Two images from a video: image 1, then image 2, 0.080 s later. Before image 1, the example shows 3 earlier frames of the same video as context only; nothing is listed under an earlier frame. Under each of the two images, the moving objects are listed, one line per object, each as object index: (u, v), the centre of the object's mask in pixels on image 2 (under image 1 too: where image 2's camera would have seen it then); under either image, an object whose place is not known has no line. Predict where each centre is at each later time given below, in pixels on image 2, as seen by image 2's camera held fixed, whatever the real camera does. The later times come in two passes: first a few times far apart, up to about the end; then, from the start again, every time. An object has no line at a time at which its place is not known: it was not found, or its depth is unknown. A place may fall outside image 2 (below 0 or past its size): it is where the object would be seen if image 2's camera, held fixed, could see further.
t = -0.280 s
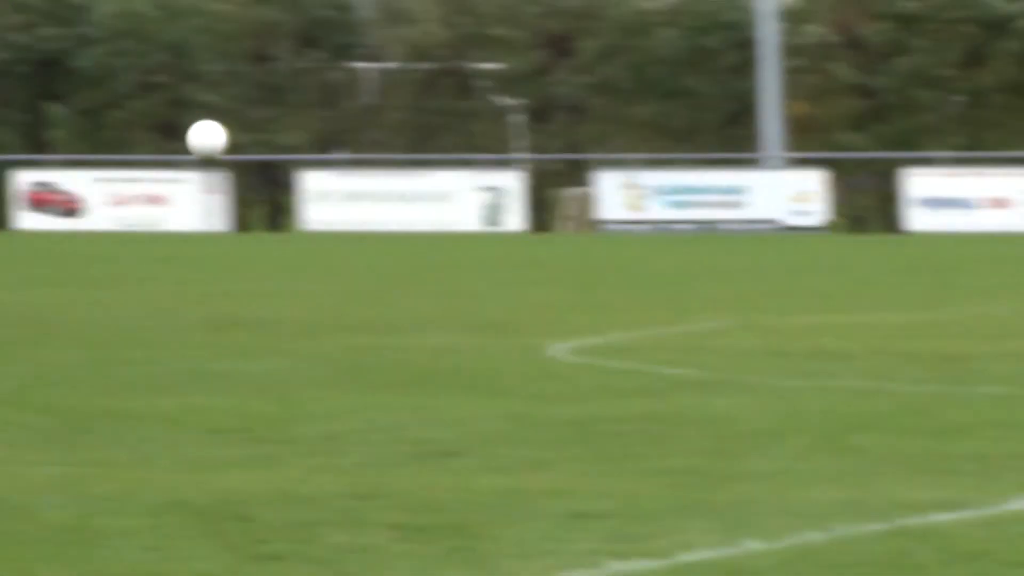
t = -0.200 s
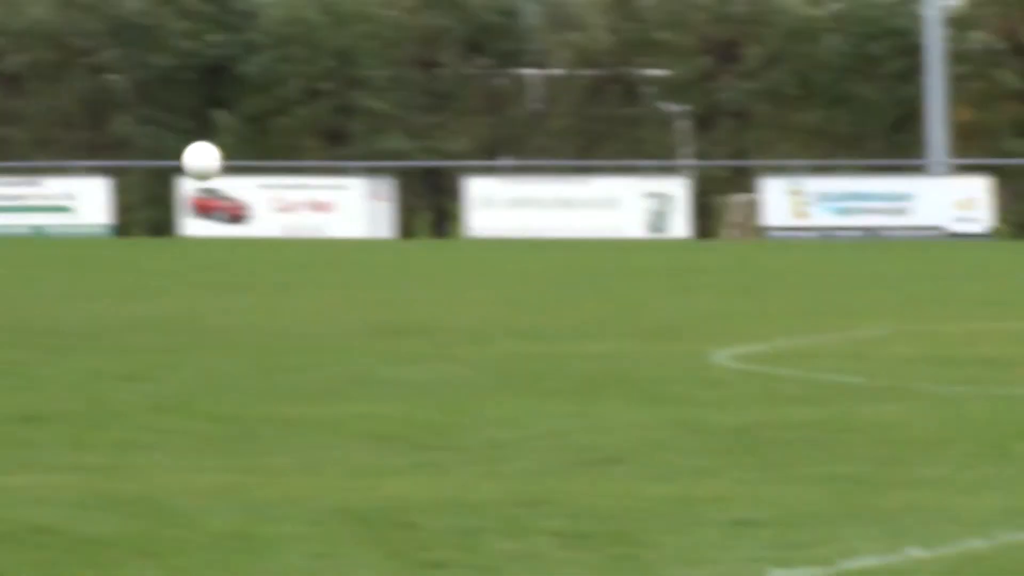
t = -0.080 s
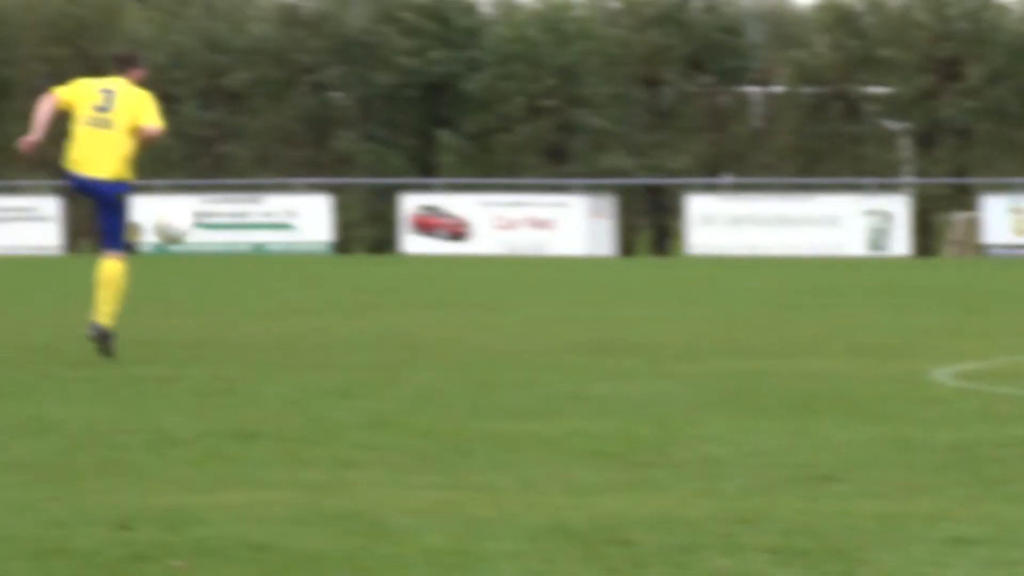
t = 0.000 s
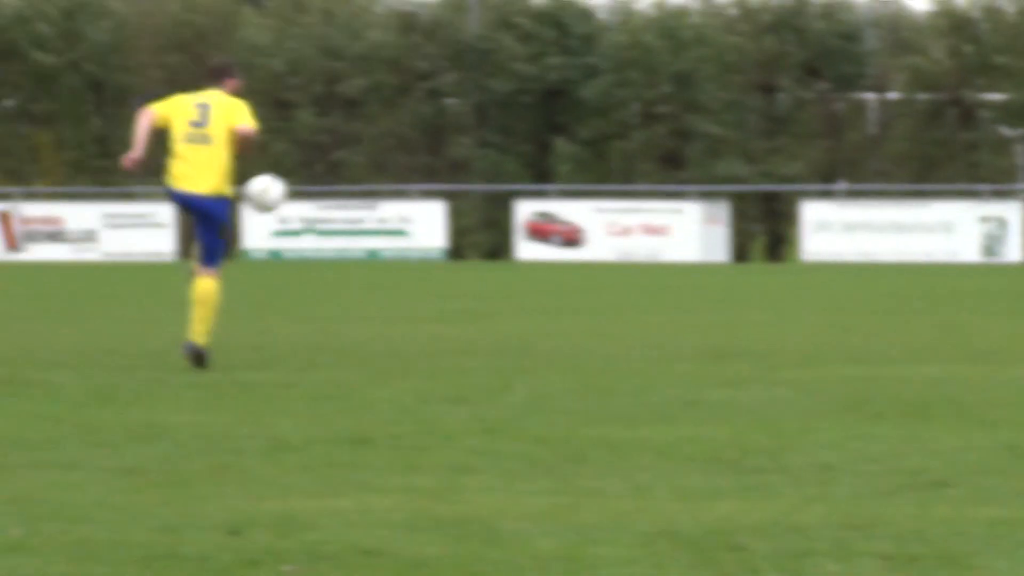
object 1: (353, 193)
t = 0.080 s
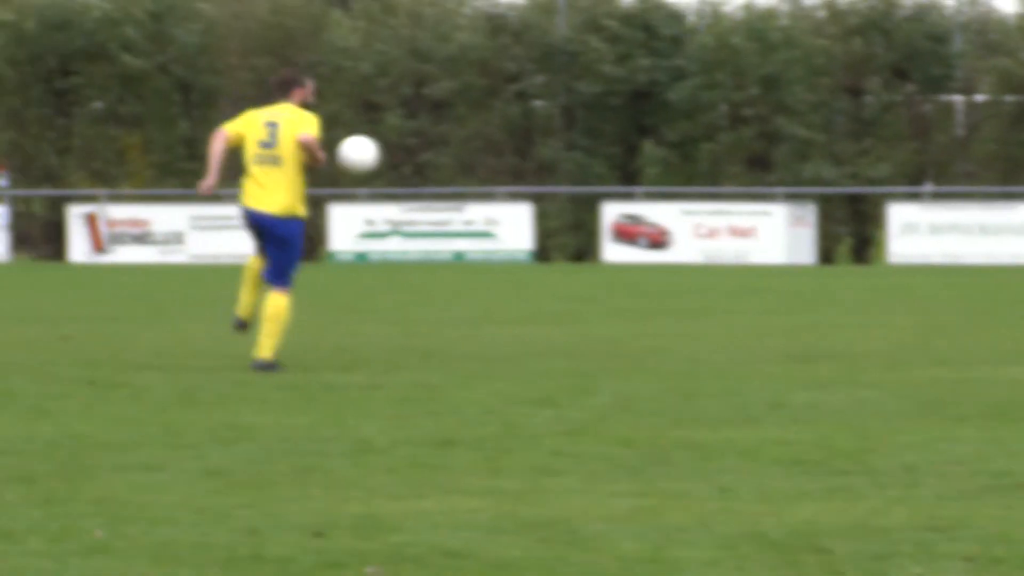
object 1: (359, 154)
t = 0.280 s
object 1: (373, 97)
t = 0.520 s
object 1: (389, 112)
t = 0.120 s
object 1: (361, 137)
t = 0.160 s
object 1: (364, 123)
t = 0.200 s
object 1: (367, 113)
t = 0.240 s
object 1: (370, 104)
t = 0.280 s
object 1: (373, 97)
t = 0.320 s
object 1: (376, 93)
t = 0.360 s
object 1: (379, 92)
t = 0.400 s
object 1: (381, 93)
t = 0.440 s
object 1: (384, 98)
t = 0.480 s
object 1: (387, 103)
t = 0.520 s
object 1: (389, 112)
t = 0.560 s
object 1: (391, 124)
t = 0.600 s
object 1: (394, 138)
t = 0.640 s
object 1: (397, 155)
